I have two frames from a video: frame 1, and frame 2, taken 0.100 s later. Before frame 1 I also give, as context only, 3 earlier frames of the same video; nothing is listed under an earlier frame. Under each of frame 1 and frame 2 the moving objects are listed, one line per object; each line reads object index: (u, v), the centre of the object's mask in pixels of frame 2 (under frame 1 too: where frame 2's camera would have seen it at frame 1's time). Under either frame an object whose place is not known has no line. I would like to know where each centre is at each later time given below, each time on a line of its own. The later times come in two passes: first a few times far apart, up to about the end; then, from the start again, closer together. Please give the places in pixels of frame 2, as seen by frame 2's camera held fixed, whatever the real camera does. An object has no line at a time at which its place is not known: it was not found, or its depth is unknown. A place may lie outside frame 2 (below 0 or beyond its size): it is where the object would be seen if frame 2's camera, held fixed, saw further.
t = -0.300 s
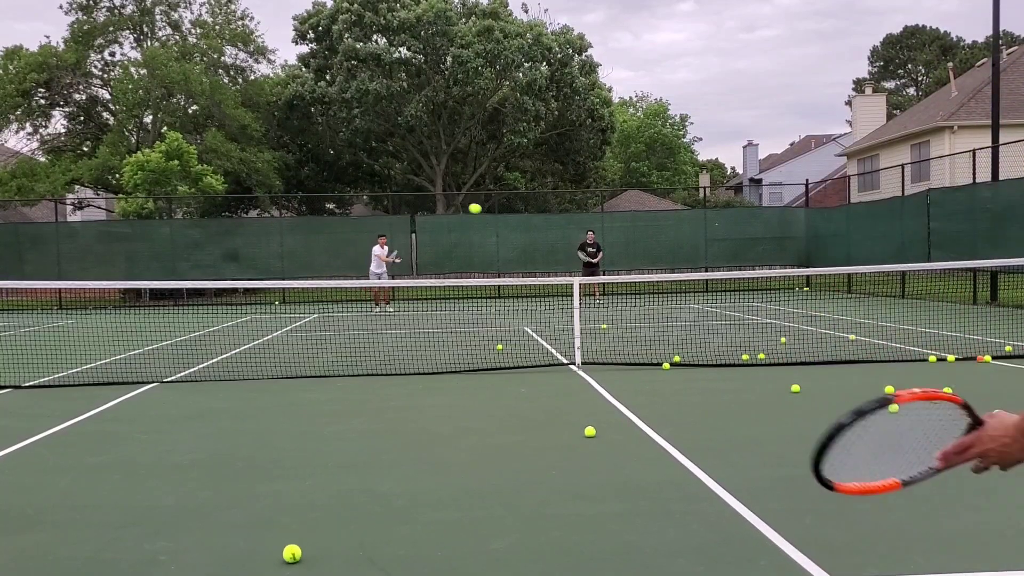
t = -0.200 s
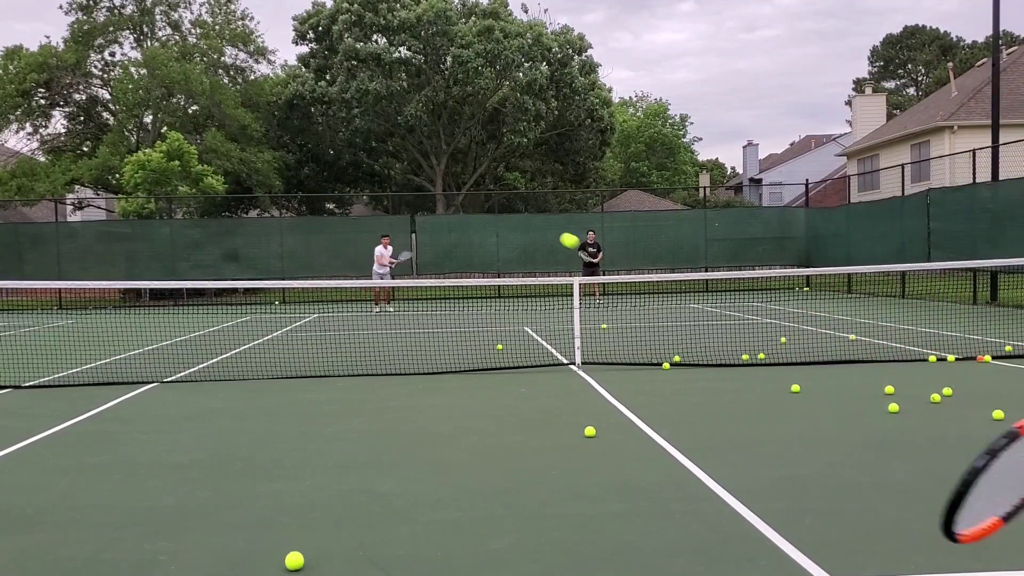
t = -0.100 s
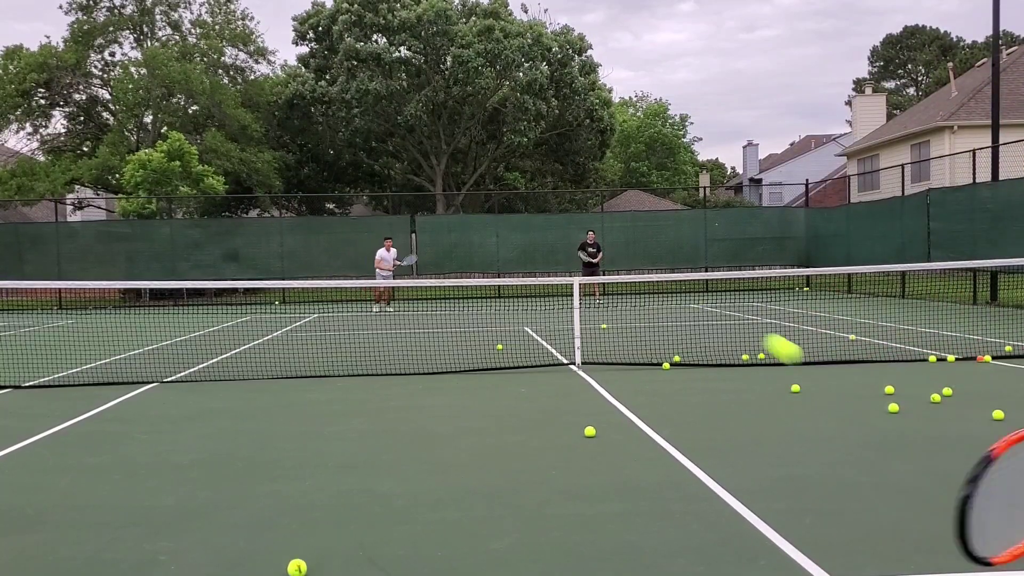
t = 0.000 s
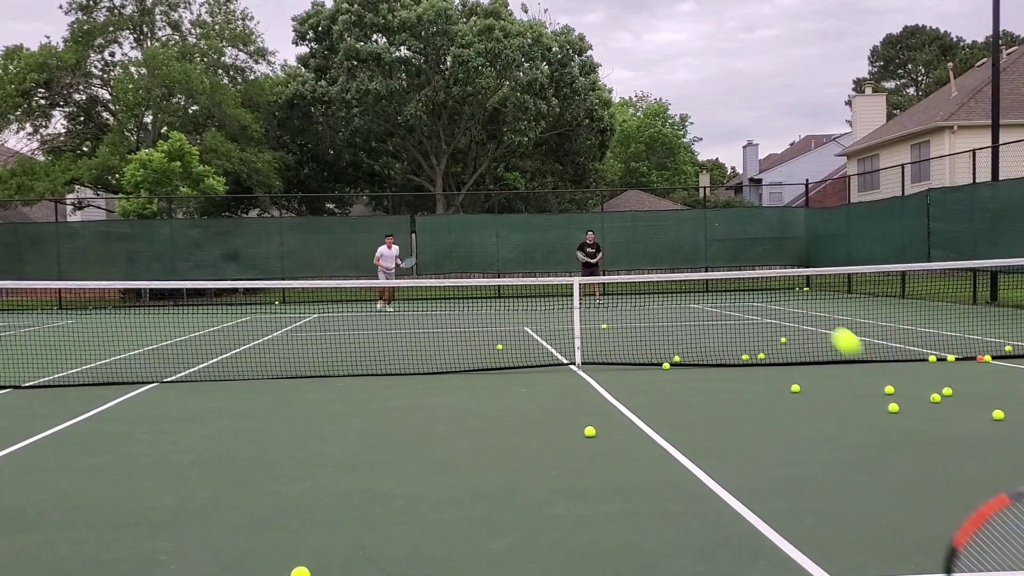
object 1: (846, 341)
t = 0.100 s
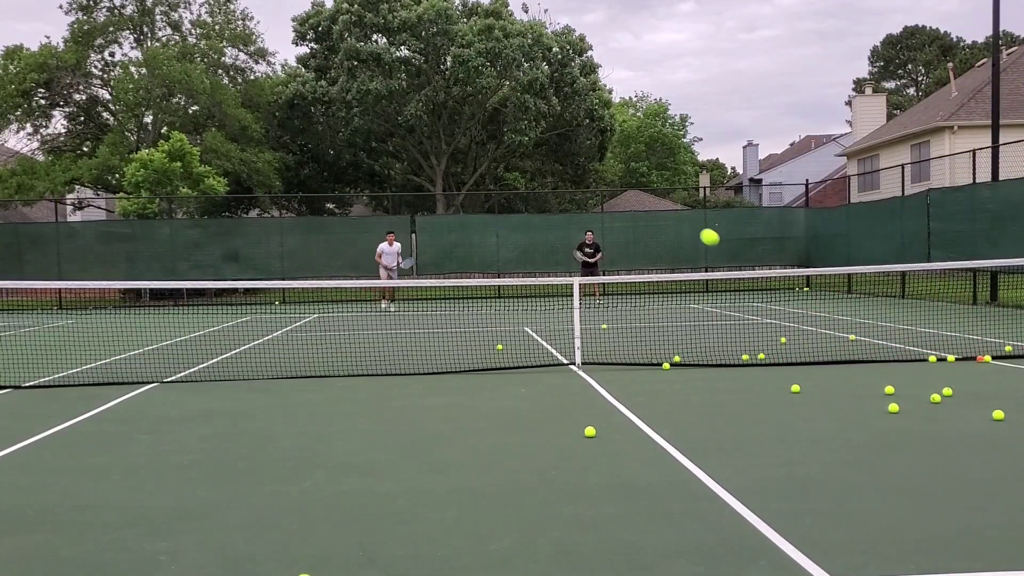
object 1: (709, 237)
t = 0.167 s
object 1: (661, 209)
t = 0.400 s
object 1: (577, 196)
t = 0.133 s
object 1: (682, 220)
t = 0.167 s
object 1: (661, 209)
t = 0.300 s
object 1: (603, 191)
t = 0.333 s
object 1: (593, 192)
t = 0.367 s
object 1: (585, 193)
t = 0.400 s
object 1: (577, 196)
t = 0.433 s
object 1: (571, 199)
